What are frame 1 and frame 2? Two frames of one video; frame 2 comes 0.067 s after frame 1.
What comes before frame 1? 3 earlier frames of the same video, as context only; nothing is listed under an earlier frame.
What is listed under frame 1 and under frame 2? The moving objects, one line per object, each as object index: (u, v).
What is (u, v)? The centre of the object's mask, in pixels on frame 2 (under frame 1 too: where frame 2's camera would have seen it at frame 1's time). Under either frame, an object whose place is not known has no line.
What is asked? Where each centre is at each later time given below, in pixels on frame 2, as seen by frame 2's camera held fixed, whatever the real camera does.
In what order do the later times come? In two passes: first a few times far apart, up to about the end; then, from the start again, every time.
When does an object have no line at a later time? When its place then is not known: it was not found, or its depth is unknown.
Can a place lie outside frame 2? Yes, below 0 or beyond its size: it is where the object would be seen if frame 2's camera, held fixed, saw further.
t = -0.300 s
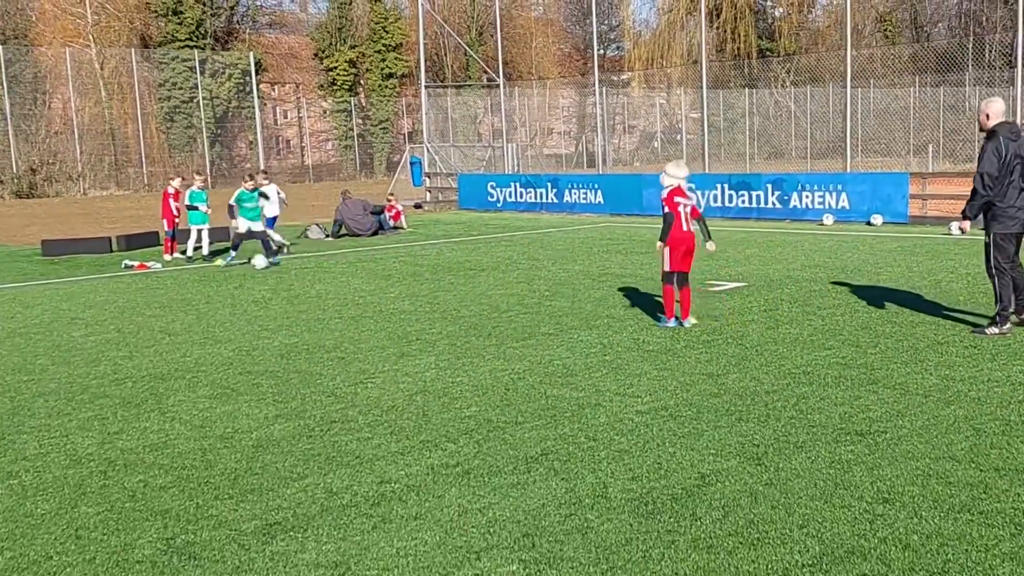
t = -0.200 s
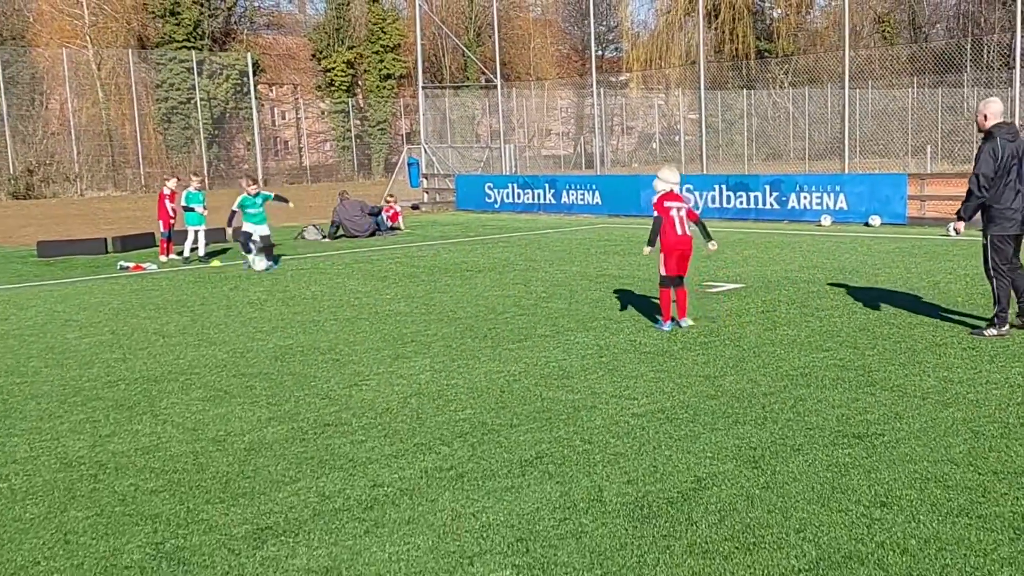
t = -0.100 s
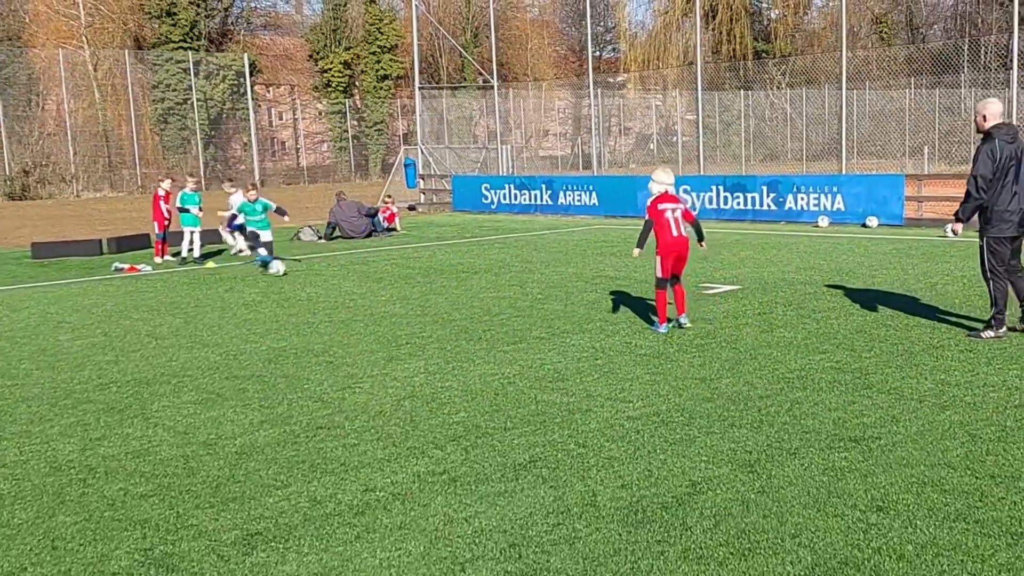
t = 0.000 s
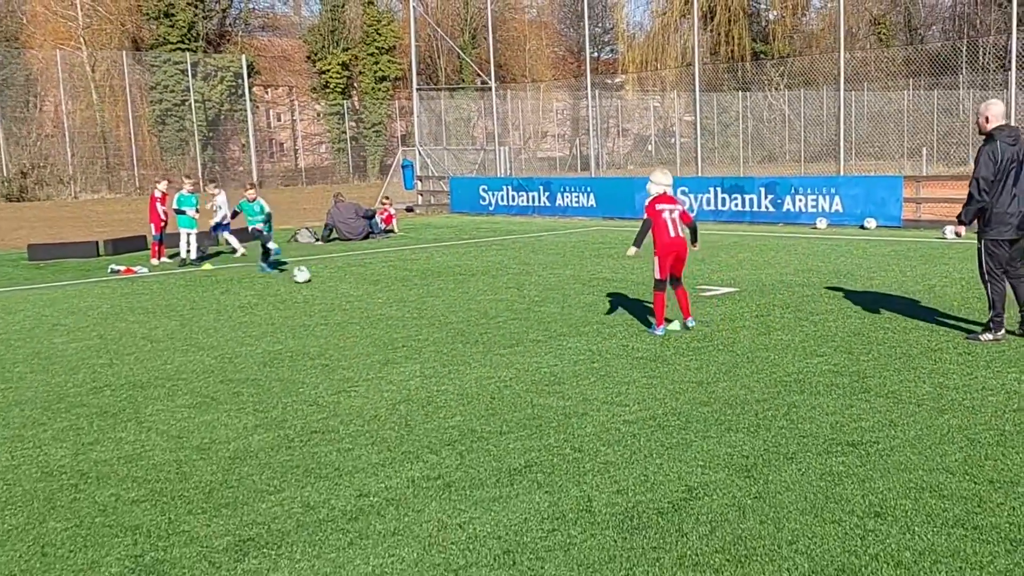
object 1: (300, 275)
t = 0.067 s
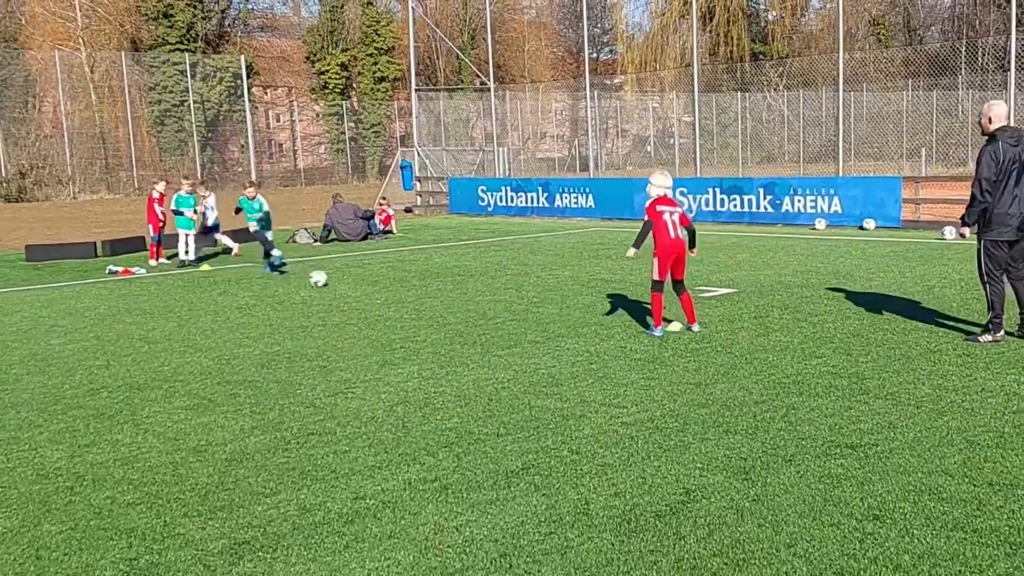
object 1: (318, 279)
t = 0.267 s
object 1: (372, 288)
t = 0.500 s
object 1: (434, 297)
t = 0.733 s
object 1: (496, 305)
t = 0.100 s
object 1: (327, 280)
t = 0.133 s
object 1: (336, 282)
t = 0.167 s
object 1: (345, 283)
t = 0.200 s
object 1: (354, 284)
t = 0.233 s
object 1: (363, 286)
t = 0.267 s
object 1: (372, 288)
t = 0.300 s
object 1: (381, 289)
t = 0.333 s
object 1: (389, 290)
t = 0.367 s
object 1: (399, 291)
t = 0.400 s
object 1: (408, 293)
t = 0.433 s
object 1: (416, 294)
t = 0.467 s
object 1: (425, 296)
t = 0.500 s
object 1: (434, 297)
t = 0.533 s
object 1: (443, 298)
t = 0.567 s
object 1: (451, 299)
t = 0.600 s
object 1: (460, 301)
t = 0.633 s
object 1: (469, 302)
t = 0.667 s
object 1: (477, 304)
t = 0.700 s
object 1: (486, 305)
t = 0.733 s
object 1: (496, 305)
